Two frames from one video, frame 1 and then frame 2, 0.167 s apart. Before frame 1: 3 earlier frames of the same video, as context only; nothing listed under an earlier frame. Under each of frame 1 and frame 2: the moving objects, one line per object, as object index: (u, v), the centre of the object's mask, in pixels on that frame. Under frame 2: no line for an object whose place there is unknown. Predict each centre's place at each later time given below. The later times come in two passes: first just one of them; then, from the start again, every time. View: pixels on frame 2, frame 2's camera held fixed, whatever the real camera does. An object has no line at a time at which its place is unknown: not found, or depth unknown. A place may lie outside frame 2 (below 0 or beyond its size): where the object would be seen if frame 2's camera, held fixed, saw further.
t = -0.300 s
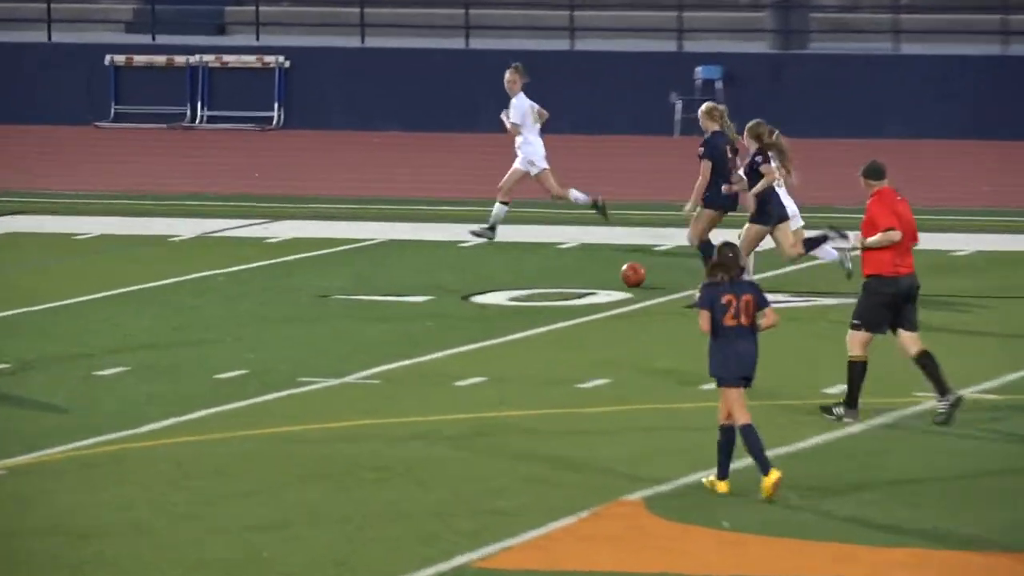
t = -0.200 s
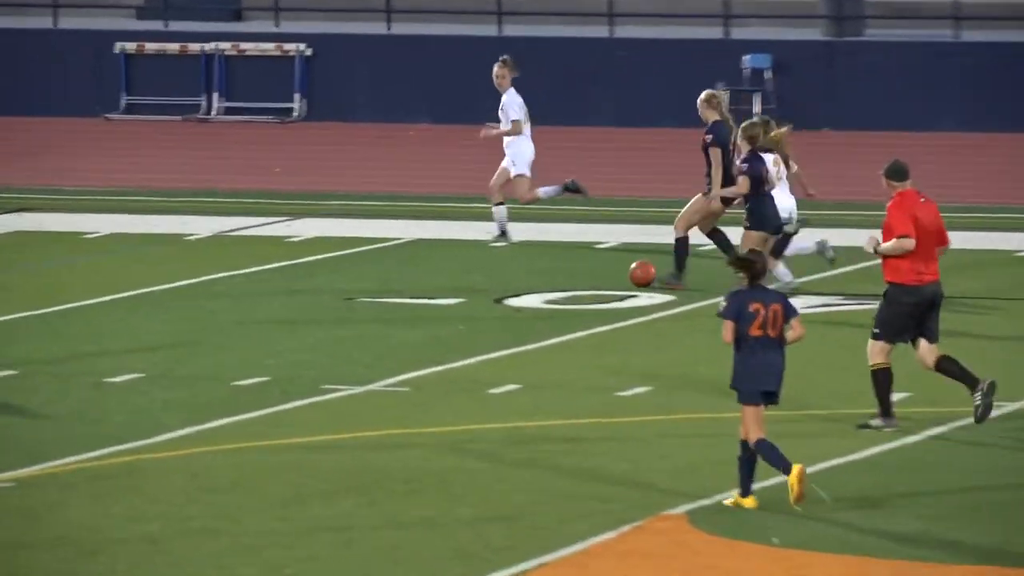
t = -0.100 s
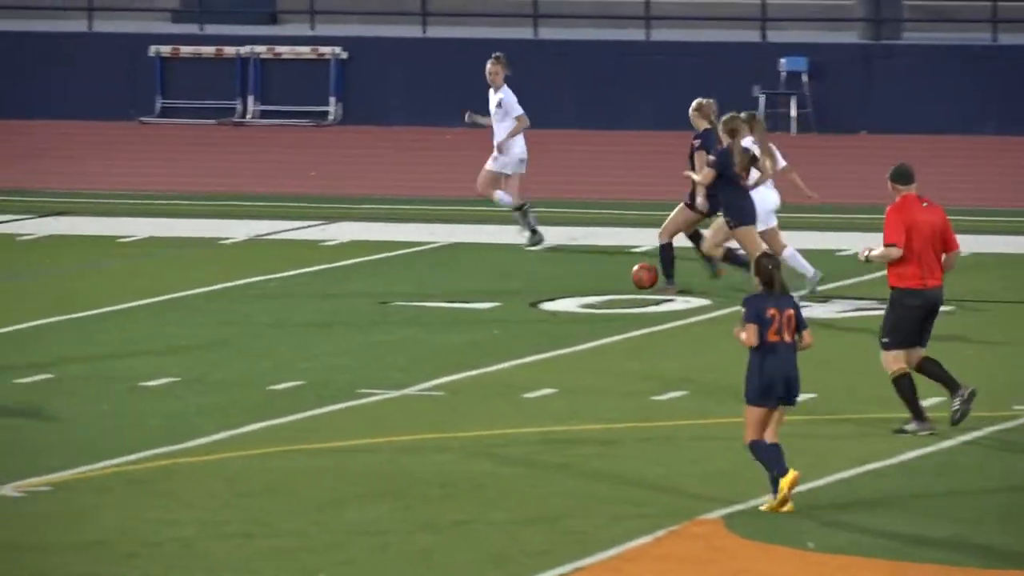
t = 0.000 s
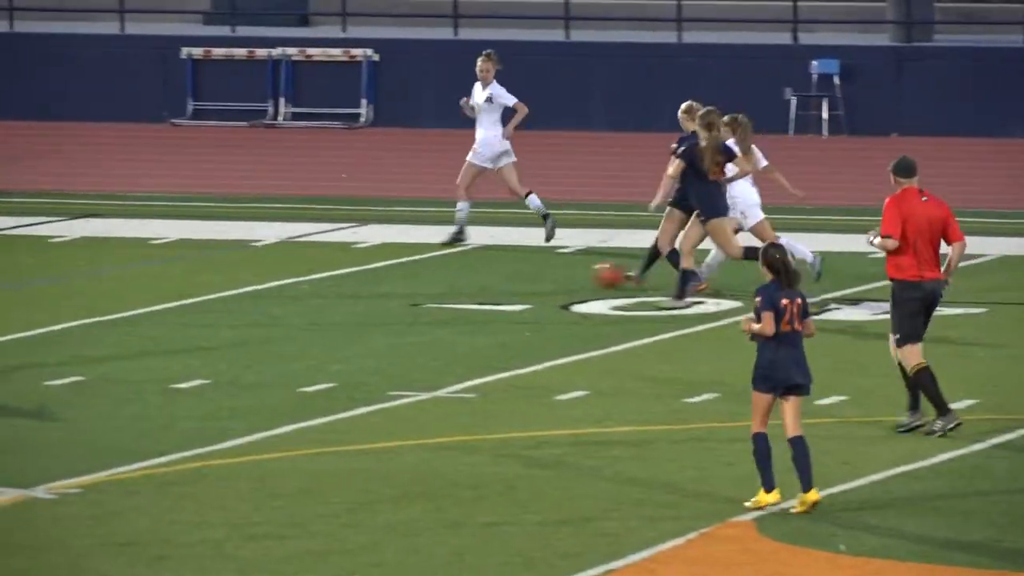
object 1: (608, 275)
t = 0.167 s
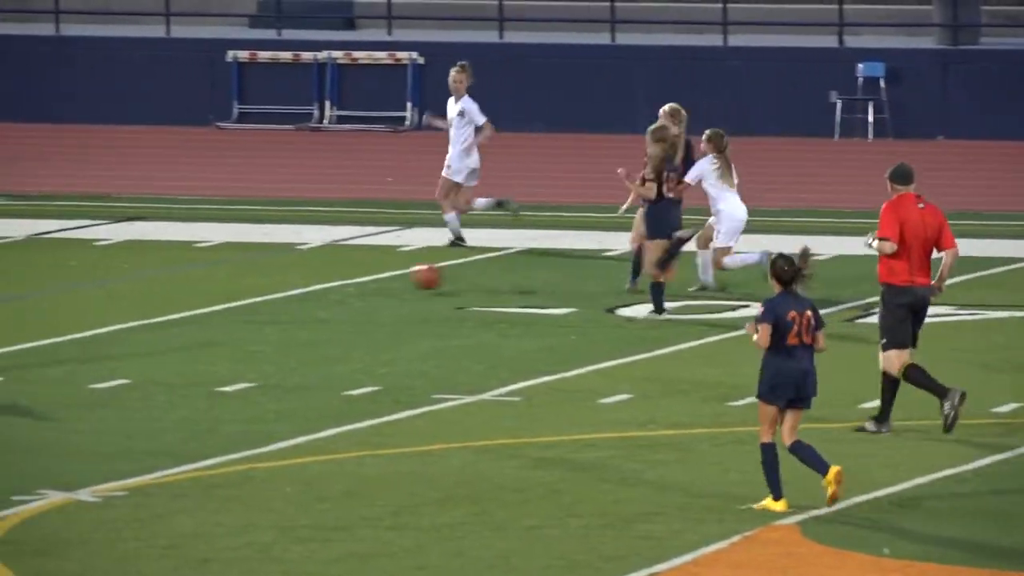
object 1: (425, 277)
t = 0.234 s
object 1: (344, 278)
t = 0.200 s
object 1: (385, 276)
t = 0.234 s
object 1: (344, 278)
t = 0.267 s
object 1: (302, 281)
